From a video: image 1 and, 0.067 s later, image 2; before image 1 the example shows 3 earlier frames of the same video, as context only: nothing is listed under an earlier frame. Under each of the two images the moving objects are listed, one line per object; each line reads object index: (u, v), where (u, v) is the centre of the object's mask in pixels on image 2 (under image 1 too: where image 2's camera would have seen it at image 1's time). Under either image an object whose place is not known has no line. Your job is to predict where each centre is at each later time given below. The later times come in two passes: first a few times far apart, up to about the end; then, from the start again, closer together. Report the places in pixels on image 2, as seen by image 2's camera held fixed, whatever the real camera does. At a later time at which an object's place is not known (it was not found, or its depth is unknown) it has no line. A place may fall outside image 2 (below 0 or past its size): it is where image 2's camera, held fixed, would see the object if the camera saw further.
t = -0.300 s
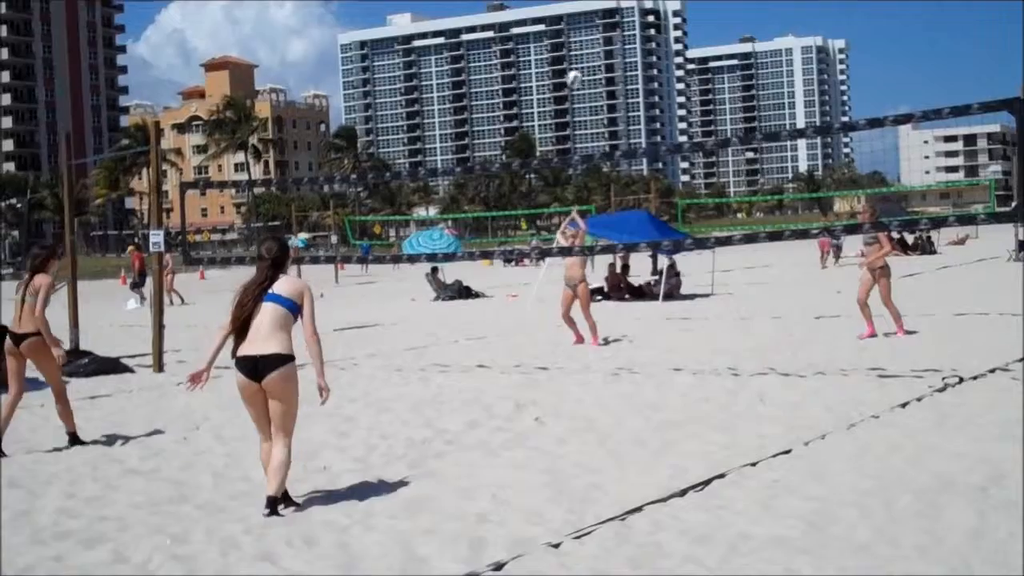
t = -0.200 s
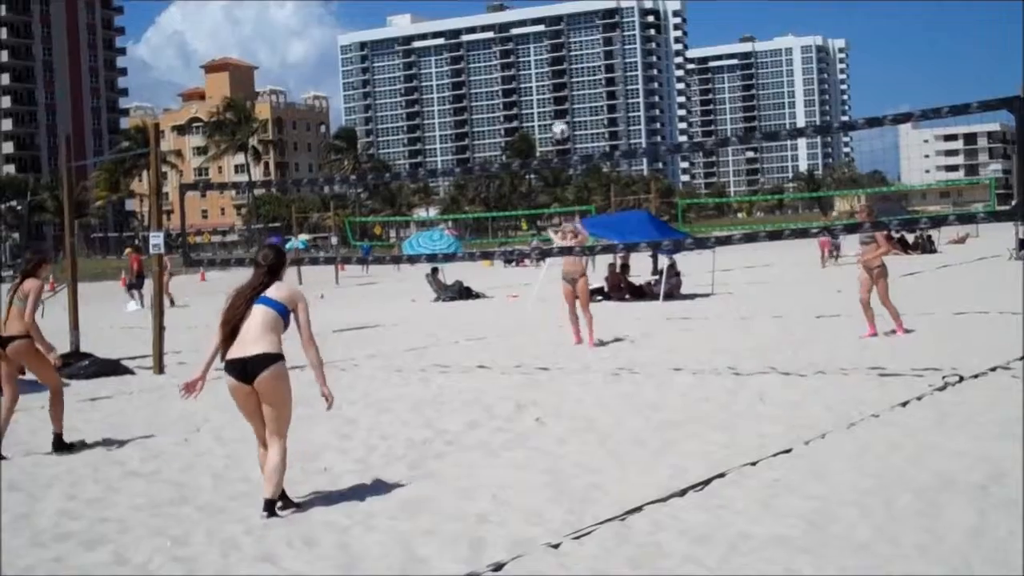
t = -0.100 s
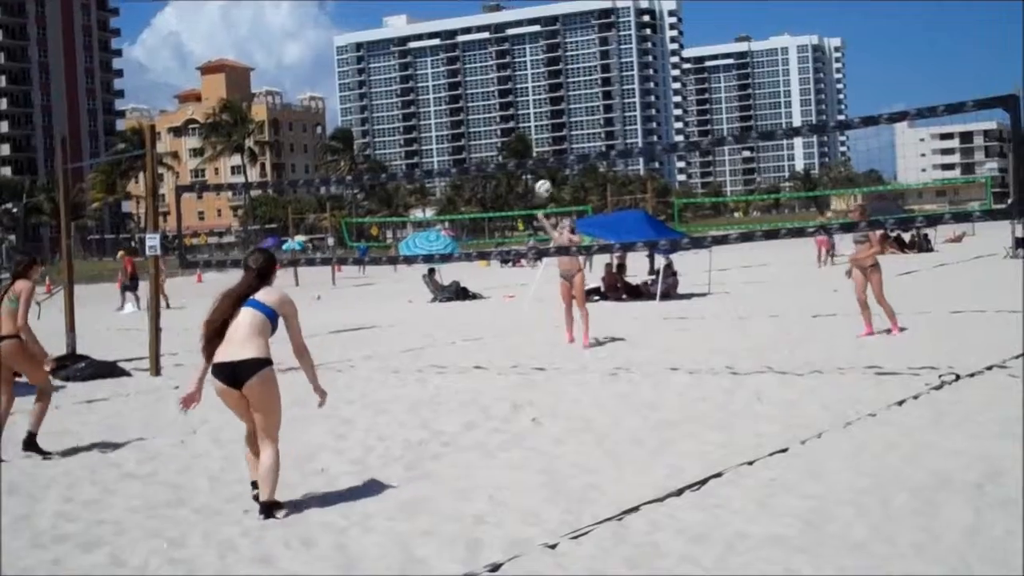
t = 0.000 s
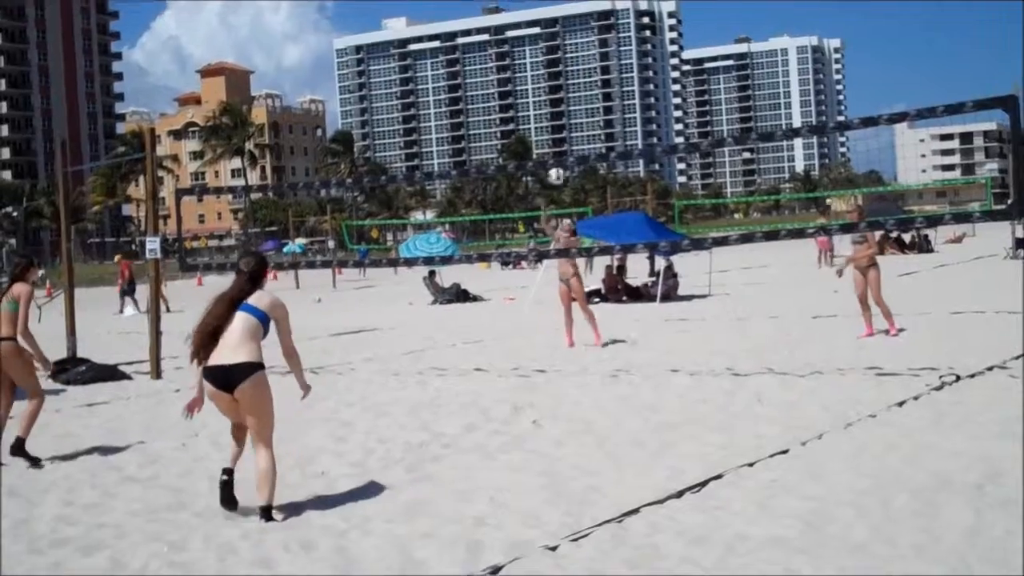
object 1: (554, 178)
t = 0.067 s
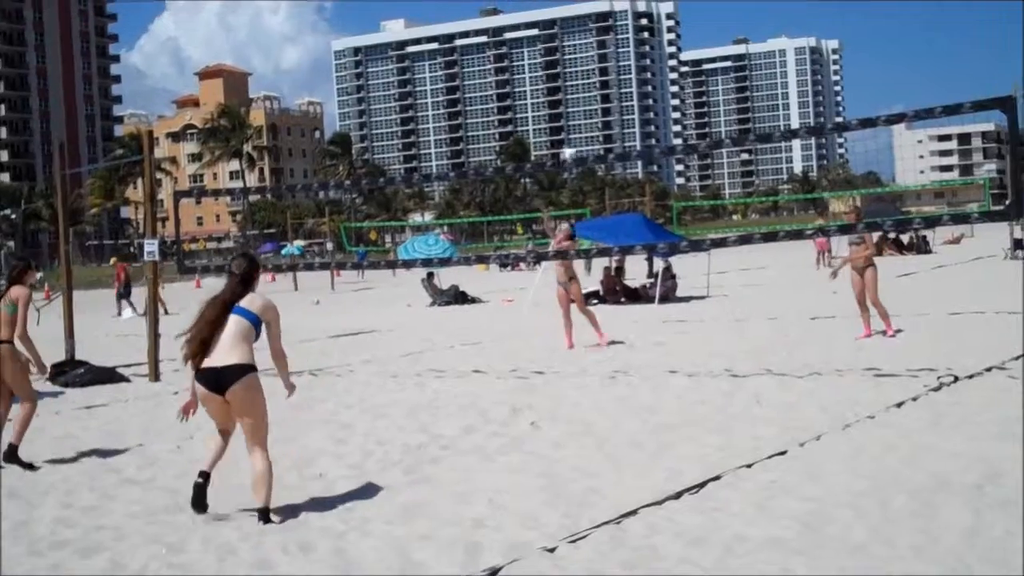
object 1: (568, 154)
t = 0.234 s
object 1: (609, 120)
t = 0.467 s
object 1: (682, 109)
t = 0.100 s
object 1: (575, 147)
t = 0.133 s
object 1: (584, 138)
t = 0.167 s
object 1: (592, 131)
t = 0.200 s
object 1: (601, 125)
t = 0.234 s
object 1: (609, 120)
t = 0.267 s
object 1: (619, 116)
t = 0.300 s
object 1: (628, 111)
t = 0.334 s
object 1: (640, 108)
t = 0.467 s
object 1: (682, 109)
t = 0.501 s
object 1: (695, 114)
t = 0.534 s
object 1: (706, 120)
